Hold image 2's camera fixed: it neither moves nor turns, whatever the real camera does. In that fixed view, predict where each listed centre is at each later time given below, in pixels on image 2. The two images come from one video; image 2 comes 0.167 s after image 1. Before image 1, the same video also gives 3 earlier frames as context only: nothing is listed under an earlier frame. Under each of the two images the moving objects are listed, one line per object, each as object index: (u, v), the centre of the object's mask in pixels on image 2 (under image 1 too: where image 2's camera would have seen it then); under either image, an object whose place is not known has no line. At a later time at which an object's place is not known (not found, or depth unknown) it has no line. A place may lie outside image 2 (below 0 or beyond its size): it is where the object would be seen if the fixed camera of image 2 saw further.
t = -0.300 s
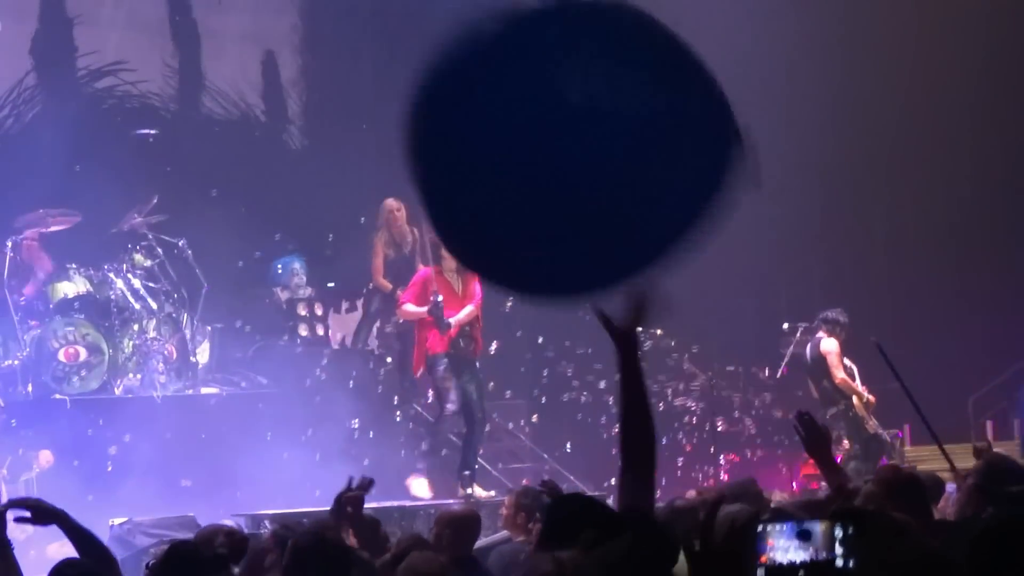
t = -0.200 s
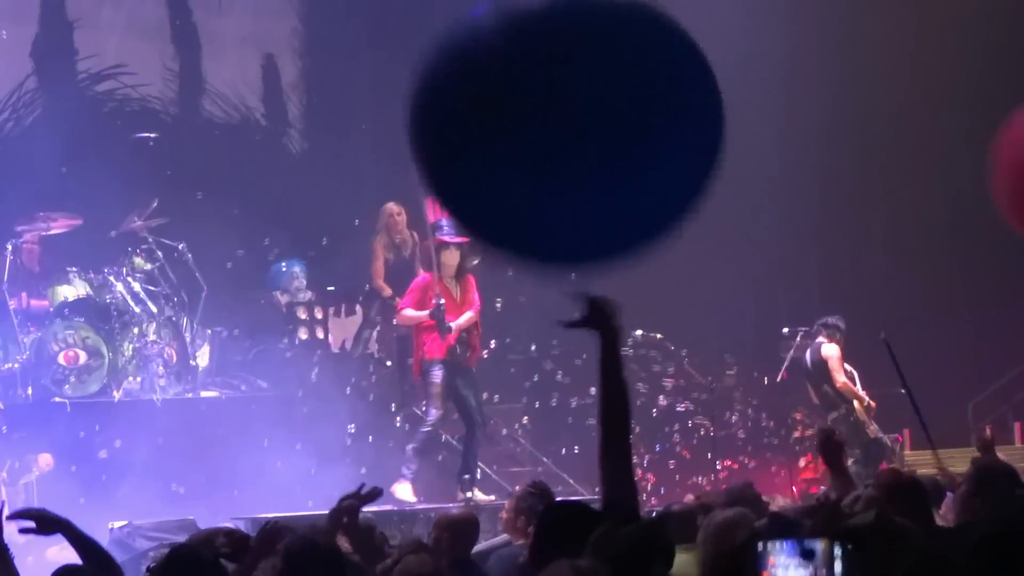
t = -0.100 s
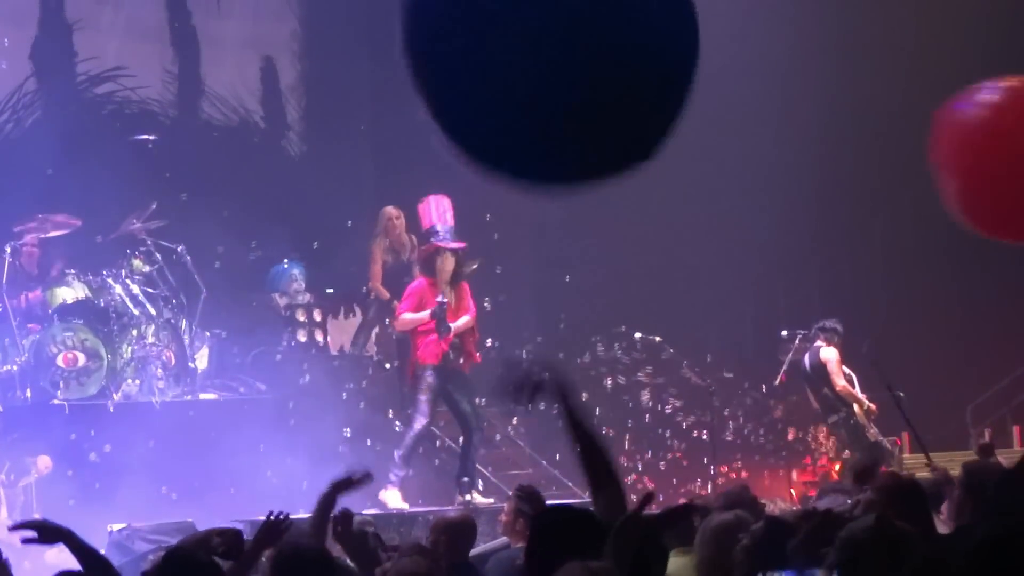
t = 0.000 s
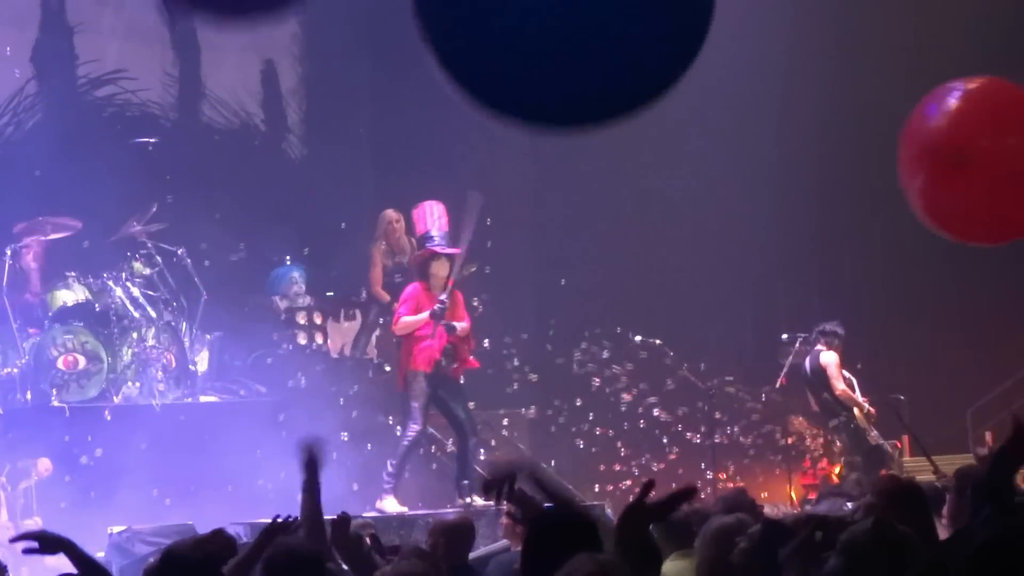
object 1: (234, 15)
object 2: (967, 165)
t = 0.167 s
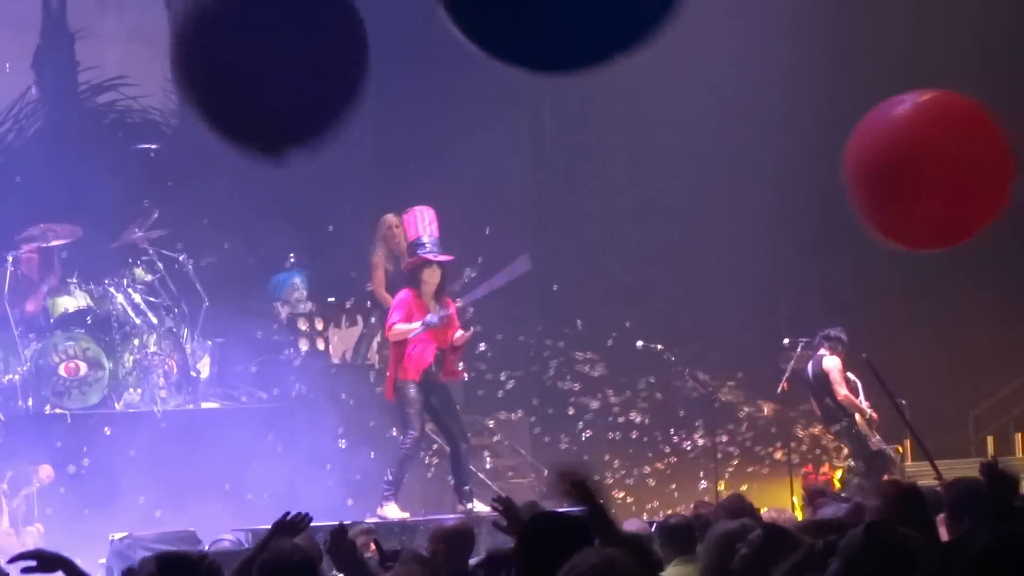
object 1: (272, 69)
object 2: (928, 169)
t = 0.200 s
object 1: (278, 86)
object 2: (913, 172)
